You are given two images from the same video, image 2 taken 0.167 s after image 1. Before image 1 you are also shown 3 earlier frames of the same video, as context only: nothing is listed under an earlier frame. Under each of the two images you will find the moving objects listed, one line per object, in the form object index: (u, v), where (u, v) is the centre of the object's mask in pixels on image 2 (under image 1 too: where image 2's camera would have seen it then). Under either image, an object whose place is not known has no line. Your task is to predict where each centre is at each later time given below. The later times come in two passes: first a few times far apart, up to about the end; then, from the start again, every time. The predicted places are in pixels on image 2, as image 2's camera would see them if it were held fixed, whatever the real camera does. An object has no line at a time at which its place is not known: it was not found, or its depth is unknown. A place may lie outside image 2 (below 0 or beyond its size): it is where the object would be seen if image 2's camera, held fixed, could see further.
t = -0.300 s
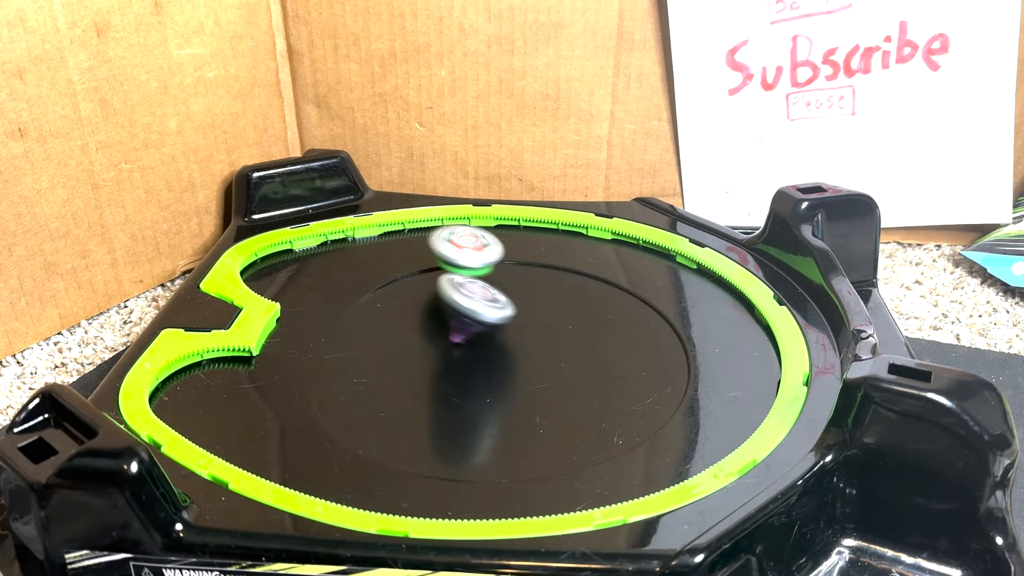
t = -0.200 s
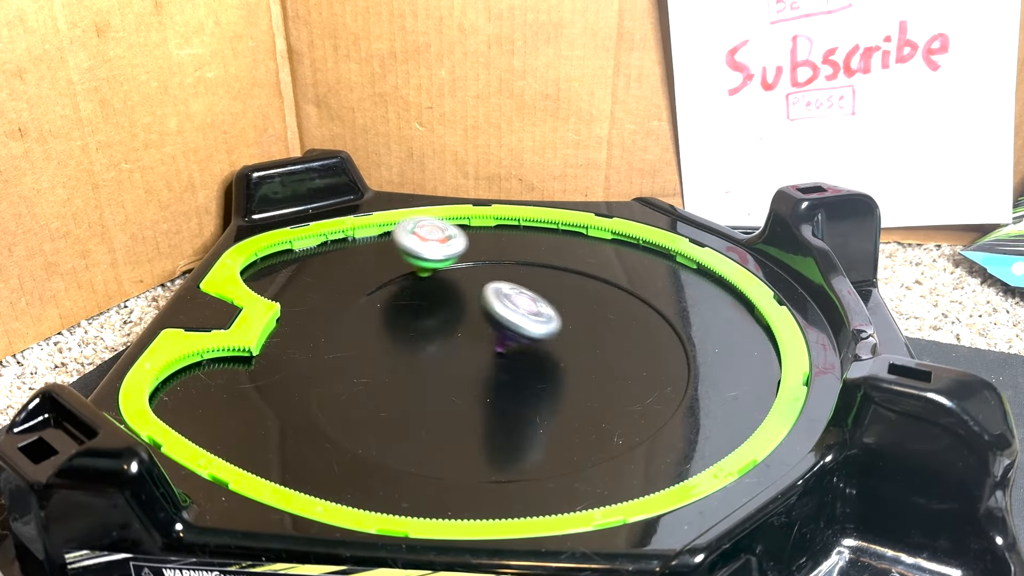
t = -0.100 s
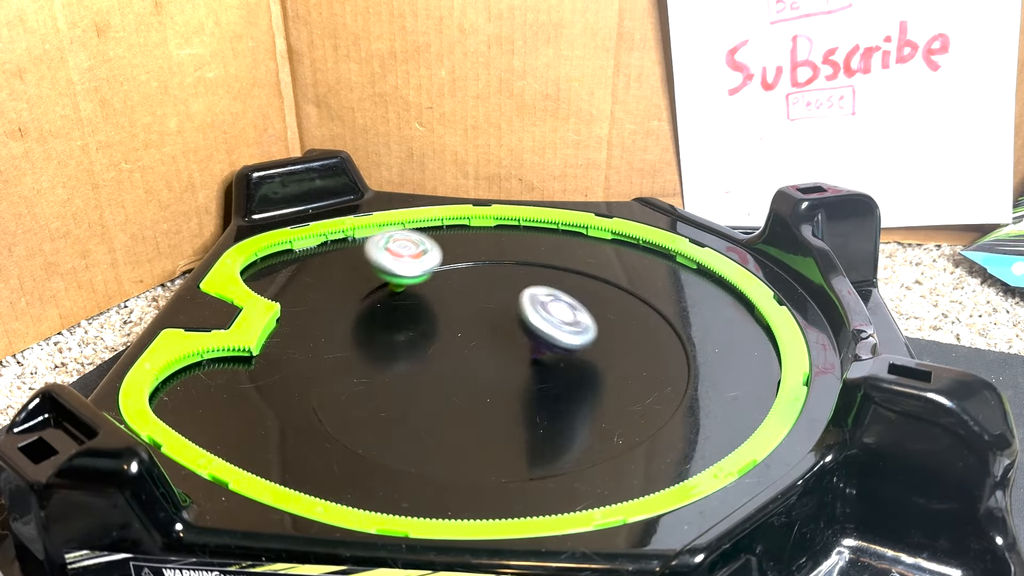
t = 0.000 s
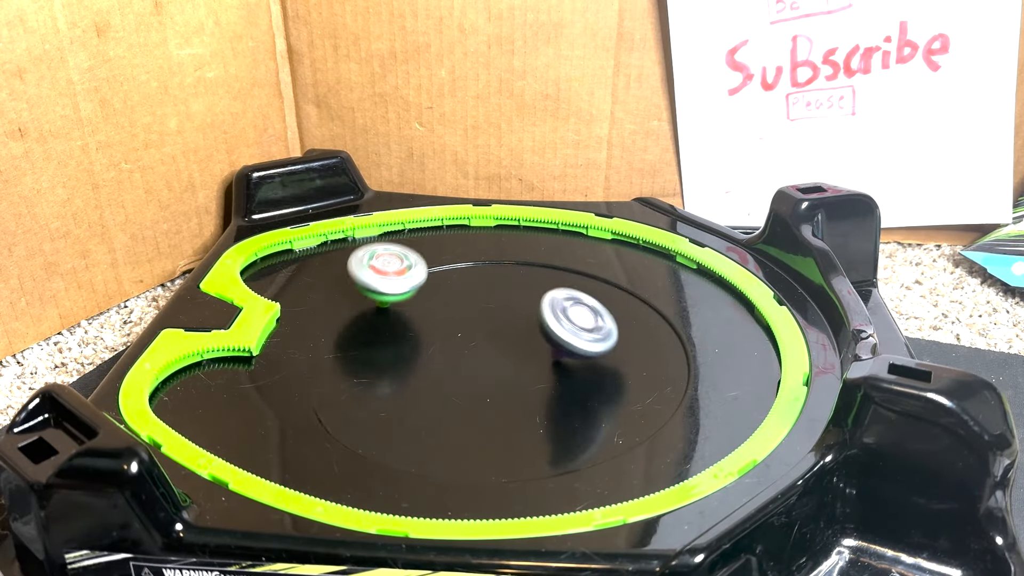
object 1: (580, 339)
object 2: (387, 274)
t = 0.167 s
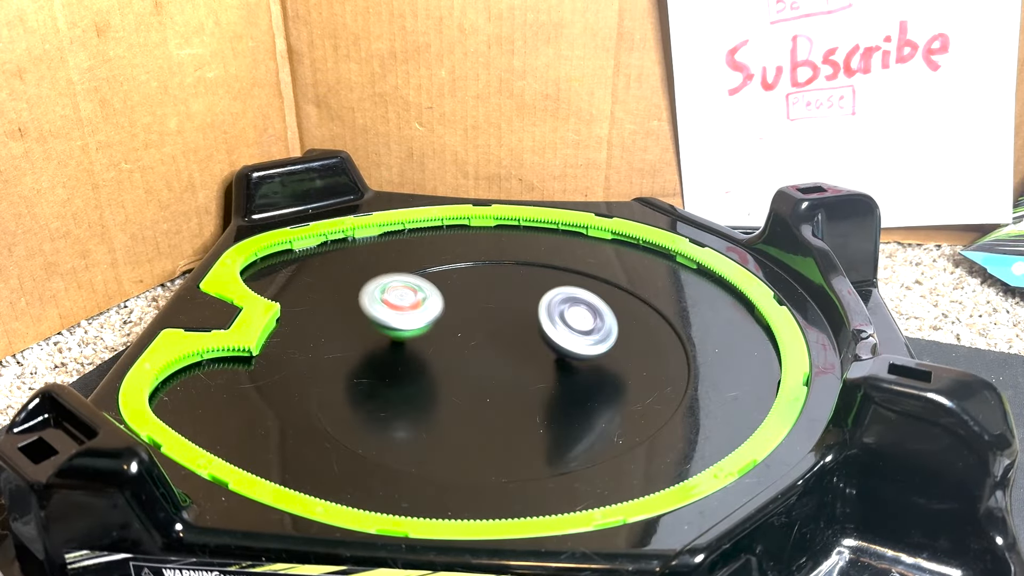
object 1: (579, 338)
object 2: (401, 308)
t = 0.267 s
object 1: (563, 334)
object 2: (434, 324)
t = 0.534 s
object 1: (594, 326)
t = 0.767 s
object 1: (744, 284)
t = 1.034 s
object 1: (555, 349)
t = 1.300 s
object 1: (614, 344)
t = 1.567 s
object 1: (567, 354)
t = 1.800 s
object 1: (444, 324)
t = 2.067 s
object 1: (309, 298)
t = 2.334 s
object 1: (324, 297)
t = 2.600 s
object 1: (498, 308)
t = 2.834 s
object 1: (628, 306)
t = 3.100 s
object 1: (580, 339)
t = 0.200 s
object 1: (575, 336)
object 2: (410, 313)
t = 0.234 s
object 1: (569, 335)
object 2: (421, 319)
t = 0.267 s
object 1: (563, 334)
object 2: (434, 324)
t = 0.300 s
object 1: (557, 332)
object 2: (447, 327)
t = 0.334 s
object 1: (550, 333)
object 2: (460, 330)
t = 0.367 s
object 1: (558, 331)
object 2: (461, 331)
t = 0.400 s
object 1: (567, 331)
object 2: (463, 332)
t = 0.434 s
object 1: (575, 329)
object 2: (468, 332)
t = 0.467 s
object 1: (583, 328)
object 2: (476, 332)
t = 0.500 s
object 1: (589, 328)
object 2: (486, 329)
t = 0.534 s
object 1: (594, 326)
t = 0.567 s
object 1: (598, 326)
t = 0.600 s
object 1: (617, 322)
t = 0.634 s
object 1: (672, 308)
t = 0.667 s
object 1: (711, 294)
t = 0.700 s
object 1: (753, 297)
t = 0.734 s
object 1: (756, 285)
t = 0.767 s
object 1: (744, 284)
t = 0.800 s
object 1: (729, 301)
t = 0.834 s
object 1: (711, 305)
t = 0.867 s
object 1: (691, 303)
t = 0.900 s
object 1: (670, 317)
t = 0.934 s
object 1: (644, 323)
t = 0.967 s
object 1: (616, 329)
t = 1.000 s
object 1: (586, 340)
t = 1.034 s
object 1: (555, 349)
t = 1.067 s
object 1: (522, 350)
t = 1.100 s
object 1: (498, 355)
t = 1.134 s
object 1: (510, 352)
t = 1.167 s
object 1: (537, 347)
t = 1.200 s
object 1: (564, 352)
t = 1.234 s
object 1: (584, 343)
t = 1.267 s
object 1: (603, 346)
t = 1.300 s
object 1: (614, 344)
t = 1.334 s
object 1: (621, 343)
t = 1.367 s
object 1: (624, 344)
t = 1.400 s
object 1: (621, 347)
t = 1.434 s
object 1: (615, 352)
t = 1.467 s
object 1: (604, 356)
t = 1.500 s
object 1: (588, 362)
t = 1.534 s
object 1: (577, 360)
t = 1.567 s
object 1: (567, 354)
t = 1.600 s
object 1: (555, 349)
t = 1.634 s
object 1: (541, 346)
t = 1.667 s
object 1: (525, 341)
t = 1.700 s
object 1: (505, 338)
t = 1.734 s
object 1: (486, 334)
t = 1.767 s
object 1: (467, 332)
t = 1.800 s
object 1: (444, 324)
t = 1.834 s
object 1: (424, 324)
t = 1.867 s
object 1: (402, 317)
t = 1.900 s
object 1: (382, 313)
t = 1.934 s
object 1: (363, 307)
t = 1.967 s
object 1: (347, 306)
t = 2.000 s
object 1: (332, 302)
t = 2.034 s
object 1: (320, 300)
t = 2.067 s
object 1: (309, 298)
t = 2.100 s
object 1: (302, 297)
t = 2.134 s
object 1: (296, 297)
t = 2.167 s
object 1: (294, 296)
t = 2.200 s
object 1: (294, 296)
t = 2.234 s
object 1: (297, 294)
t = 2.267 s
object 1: (304, 295)
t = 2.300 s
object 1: (311, 297)
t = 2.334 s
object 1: (324, 297)
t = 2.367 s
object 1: (338, 297)
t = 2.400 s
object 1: (355, 298)
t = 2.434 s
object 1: (374, 301)
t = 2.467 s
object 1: (396, 303)
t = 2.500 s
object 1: (420, 305)
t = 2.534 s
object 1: (447, 303)
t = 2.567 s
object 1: (474, 306)
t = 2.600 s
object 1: (498, 308)
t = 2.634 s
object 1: (522, 307)
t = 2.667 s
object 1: (547, 307)
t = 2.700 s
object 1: (569, 306)
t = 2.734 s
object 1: (590, 305)
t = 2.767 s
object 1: (607, 301)
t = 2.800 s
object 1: (619, 306)
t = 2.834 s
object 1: (628, 306)
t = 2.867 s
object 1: (634, 305)
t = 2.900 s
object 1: (635, 311)
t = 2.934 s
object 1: (633, 314)
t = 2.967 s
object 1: (627, 314)
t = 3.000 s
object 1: (616, 317)
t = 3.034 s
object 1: (598, 328)
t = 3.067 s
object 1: (581, 334)
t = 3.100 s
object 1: (580, 339)
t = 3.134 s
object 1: (578, 348)
